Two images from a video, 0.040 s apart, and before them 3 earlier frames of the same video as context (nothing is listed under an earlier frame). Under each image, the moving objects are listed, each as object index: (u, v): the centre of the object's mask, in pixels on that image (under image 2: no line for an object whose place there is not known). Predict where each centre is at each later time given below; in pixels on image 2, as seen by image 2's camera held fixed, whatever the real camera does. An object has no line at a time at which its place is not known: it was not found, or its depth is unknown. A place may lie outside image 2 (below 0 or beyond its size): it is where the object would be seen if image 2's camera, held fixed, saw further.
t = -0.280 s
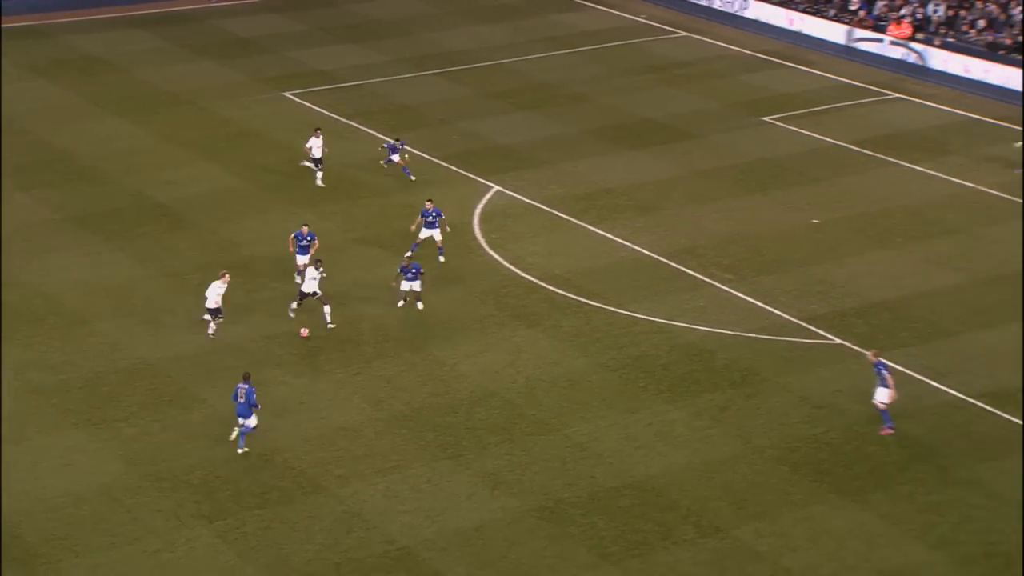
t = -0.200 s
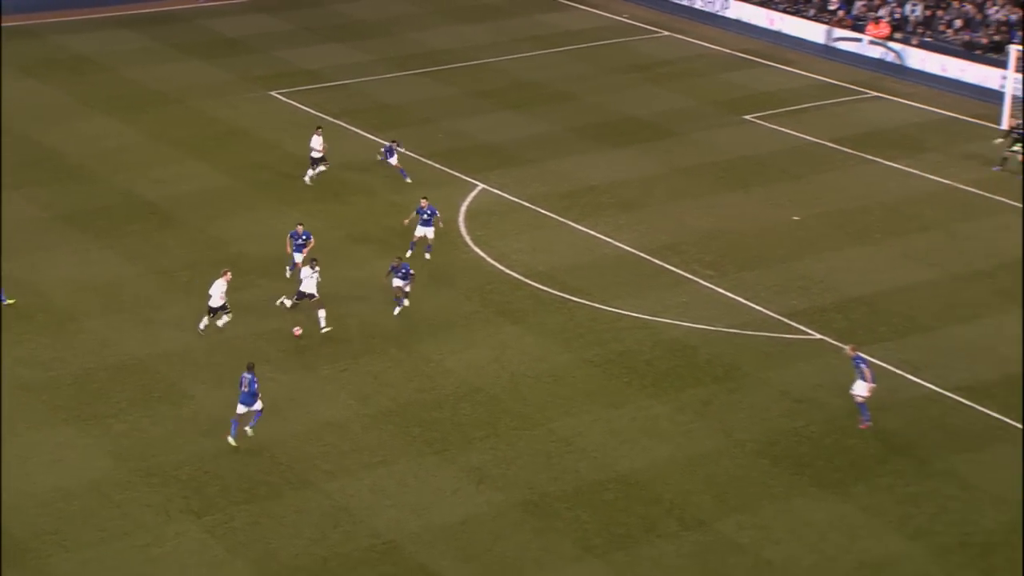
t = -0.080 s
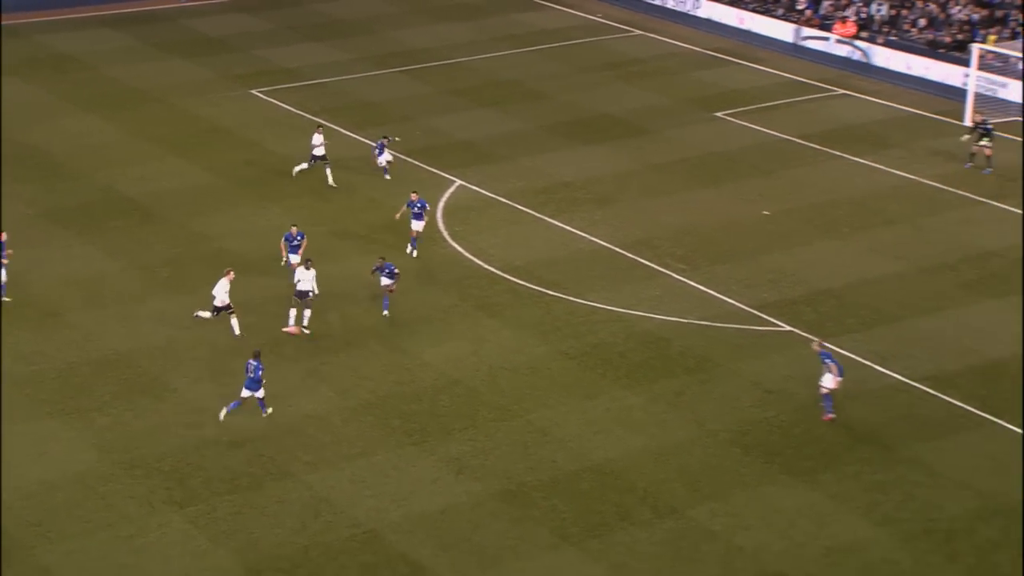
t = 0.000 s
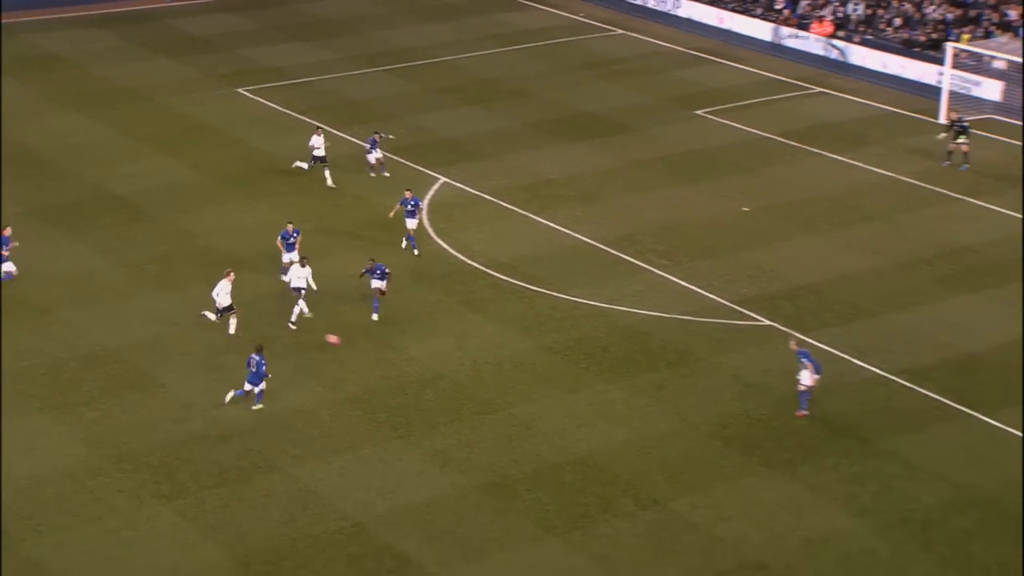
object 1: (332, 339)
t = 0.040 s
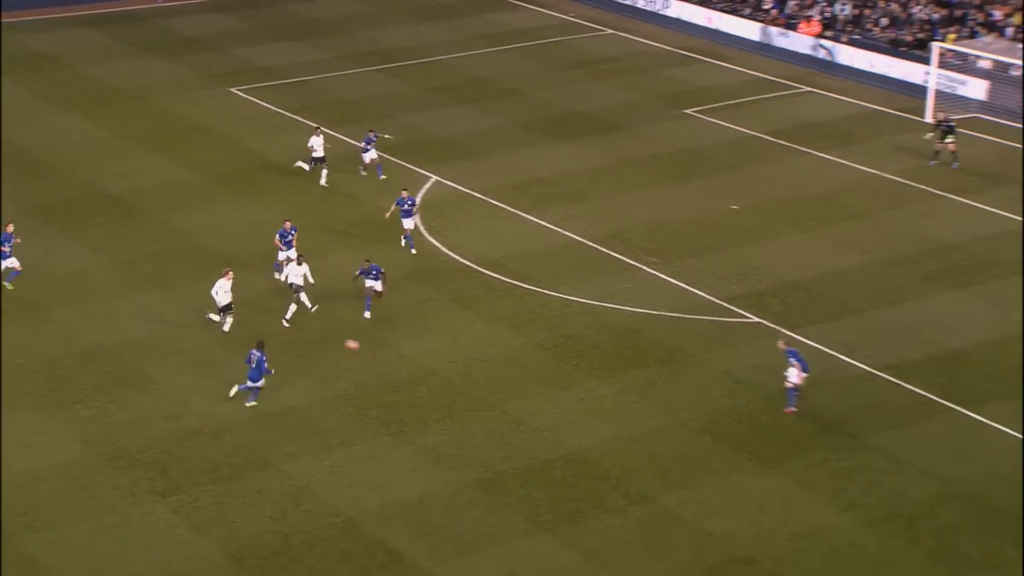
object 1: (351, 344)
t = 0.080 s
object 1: (379, 353)
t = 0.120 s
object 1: (407, 362)
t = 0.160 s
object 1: (435, 372)
